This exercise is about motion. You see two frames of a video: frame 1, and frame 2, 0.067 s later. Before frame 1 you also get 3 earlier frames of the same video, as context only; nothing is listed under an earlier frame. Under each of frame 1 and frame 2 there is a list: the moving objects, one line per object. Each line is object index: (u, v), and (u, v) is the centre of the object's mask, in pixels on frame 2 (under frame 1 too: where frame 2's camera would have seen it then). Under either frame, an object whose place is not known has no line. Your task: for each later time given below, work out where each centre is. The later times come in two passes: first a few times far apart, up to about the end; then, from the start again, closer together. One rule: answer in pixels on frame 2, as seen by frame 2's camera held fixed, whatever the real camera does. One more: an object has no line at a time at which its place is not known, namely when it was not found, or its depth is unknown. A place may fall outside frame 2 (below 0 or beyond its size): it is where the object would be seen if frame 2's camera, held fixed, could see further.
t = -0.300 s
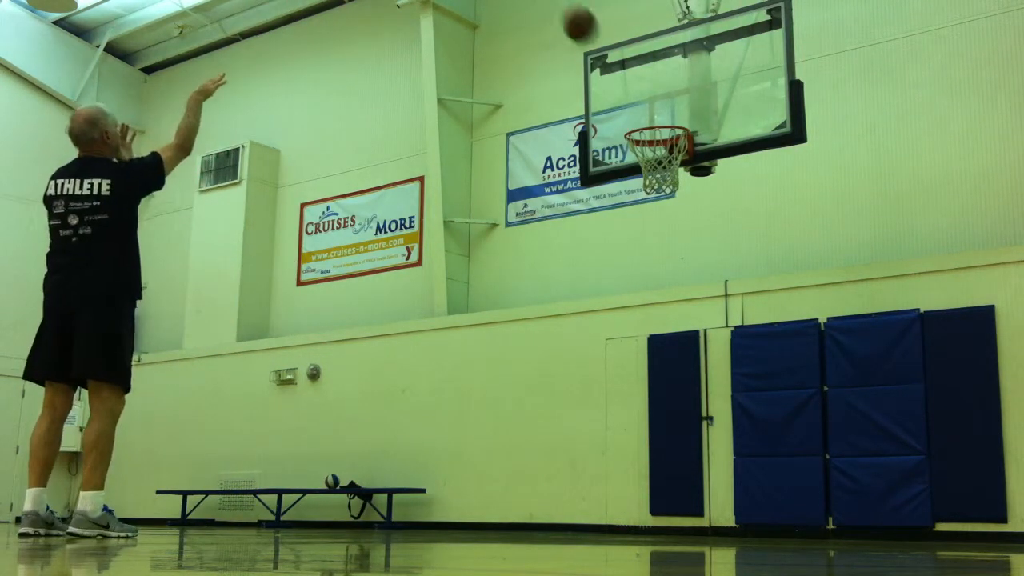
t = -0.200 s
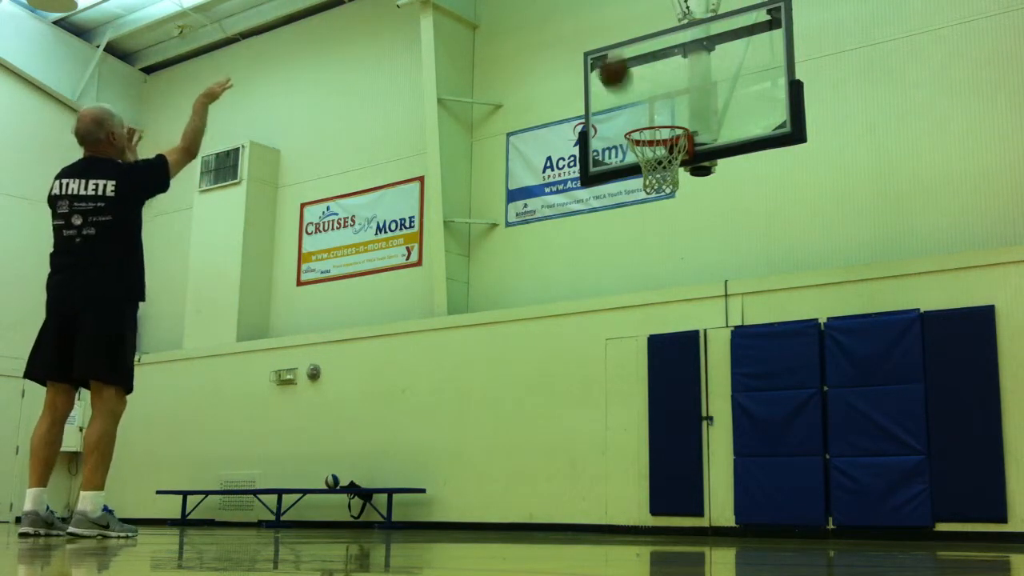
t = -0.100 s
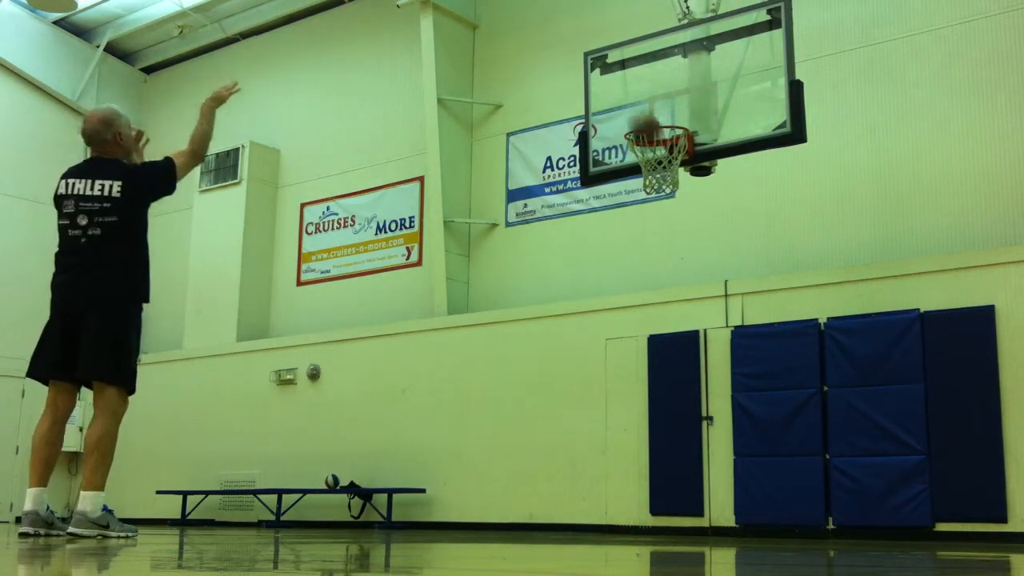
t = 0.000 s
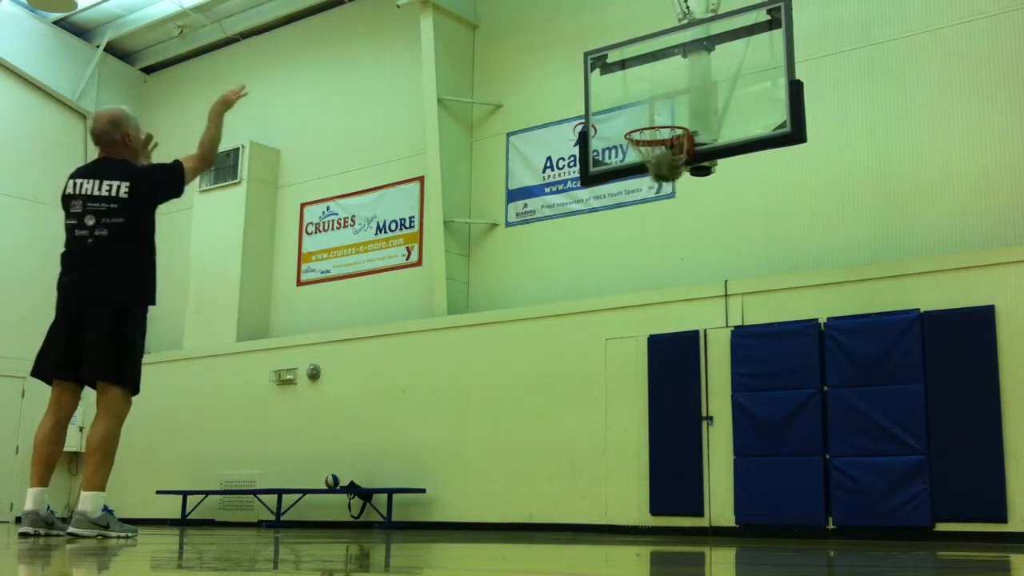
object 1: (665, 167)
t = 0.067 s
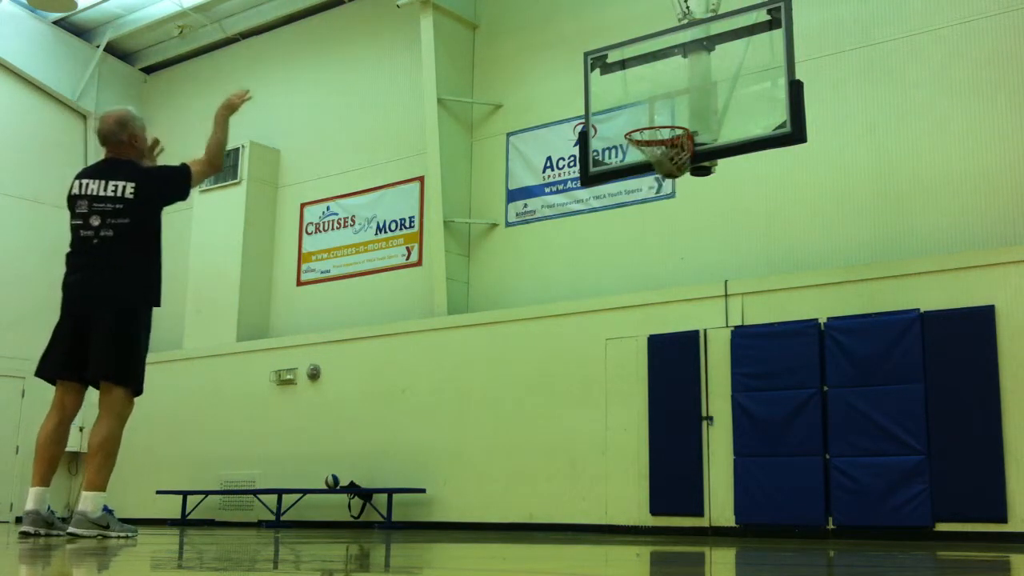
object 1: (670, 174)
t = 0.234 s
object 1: (679, 179)
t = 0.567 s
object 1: (638, 240)
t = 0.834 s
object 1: (600, 400)
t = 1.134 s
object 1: (565, 417)
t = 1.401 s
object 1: (541, 338)
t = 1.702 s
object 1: (514, 364)
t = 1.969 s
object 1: (487, 496)
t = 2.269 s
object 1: (461, 424)
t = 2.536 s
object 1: (437, 424)
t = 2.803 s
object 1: (410, 513)
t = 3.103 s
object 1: (387, 450)
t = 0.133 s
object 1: (672, 167)
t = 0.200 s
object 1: (678, 177)
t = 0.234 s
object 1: (679, 179)
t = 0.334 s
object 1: (670, 190)
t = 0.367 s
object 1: (665, 190)
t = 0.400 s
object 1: (661, 192)
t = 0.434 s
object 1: (656, 198)
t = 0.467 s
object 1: (651, 207)
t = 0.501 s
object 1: (647, 217)
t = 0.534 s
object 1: (642, 227)
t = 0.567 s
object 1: (638, 240)
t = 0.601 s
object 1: (633, 254)
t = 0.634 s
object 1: (629, 269)
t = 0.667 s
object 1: (624, 287)
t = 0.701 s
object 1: (620, 306)
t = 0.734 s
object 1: (614, 329)
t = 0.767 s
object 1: (610, 351)
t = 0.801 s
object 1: (605, 374)
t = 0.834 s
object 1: (600, 400)
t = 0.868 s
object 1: (595, 430)
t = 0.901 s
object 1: (590, 462)
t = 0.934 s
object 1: (586, 494)
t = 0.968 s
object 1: (580, 515)
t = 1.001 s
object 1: (577, 493)
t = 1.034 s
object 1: (574, 473)
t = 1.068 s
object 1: (571, 452)
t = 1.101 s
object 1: (568, 434)
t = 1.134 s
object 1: (565, 417)
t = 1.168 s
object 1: (562, 402)
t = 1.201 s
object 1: (559, 388)
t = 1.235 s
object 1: (556, 376)
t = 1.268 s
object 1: (553, 366)
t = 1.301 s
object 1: (550, 356)
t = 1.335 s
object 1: (547, 349)
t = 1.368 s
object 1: (544, 343)
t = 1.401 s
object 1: (541, 338)
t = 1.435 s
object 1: (538, 335)
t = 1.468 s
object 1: (535, 334)
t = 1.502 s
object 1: (532, 334)
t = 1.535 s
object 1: (529, 335)
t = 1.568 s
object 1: (526, 338)
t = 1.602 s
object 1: (523, 342)
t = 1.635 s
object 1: (520, 348)
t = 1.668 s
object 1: (517, 356)
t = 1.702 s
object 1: (514, 364)
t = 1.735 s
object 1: (511, 375)
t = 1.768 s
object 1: (508, 387)
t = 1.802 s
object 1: (504, 401)
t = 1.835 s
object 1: (501, 417)
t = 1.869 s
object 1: (497, 434)
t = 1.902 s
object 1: (494, 453)
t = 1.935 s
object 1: (491, 474)
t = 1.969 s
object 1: (487, 496)
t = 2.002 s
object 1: (483, 515)
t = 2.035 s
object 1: (480, 503)
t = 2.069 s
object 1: (478, 487)
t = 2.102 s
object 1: (476, 473)
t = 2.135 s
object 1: (473, 460)
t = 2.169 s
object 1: (470, 449)
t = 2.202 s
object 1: (467, 439)
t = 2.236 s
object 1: (464, 430)
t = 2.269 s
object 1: (461, 424)
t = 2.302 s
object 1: (459, 418)
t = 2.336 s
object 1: (456, 414)
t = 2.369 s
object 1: (453, 412)
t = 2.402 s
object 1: (450, 411)
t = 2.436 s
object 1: (447, 412)
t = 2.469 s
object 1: (444, 414)
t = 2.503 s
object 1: (440, 418)
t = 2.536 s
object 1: (437, 424)
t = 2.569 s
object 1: (434, 430)
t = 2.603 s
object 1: (431, 439)
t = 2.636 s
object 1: (427, 449)
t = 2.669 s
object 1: (424, 461)
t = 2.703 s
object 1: (421, 473)
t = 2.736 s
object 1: (417, 490)
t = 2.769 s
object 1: (413, 507)
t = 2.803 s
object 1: (410, 513)
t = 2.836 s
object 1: (408, 502)
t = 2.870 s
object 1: (405, 489)
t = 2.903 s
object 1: (403, 479)
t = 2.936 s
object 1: (400, 470)
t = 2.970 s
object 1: (397, 463)
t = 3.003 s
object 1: (395, 458)
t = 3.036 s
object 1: (392, 454)
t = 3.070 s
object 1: (389, 451)
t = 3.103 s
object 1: (387, 450)
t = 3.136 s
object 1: (384, 451)
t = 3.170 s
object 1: (381, 453)
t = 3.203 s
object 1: (378, 457)
